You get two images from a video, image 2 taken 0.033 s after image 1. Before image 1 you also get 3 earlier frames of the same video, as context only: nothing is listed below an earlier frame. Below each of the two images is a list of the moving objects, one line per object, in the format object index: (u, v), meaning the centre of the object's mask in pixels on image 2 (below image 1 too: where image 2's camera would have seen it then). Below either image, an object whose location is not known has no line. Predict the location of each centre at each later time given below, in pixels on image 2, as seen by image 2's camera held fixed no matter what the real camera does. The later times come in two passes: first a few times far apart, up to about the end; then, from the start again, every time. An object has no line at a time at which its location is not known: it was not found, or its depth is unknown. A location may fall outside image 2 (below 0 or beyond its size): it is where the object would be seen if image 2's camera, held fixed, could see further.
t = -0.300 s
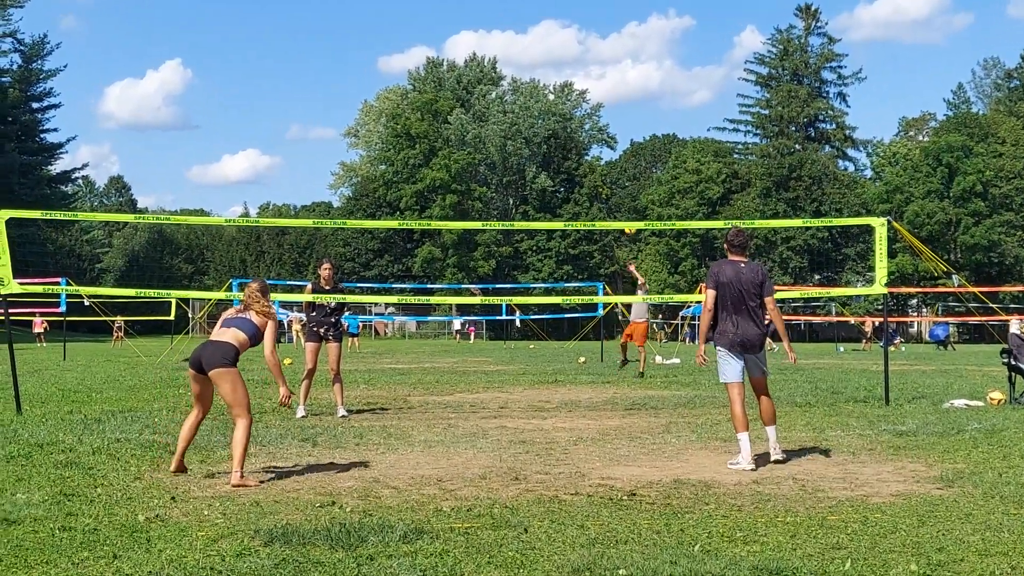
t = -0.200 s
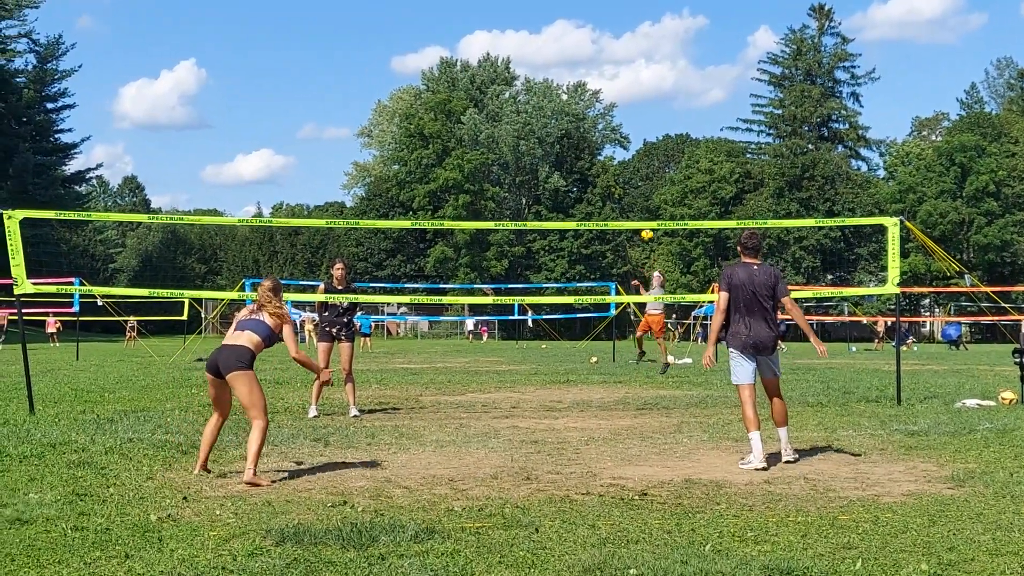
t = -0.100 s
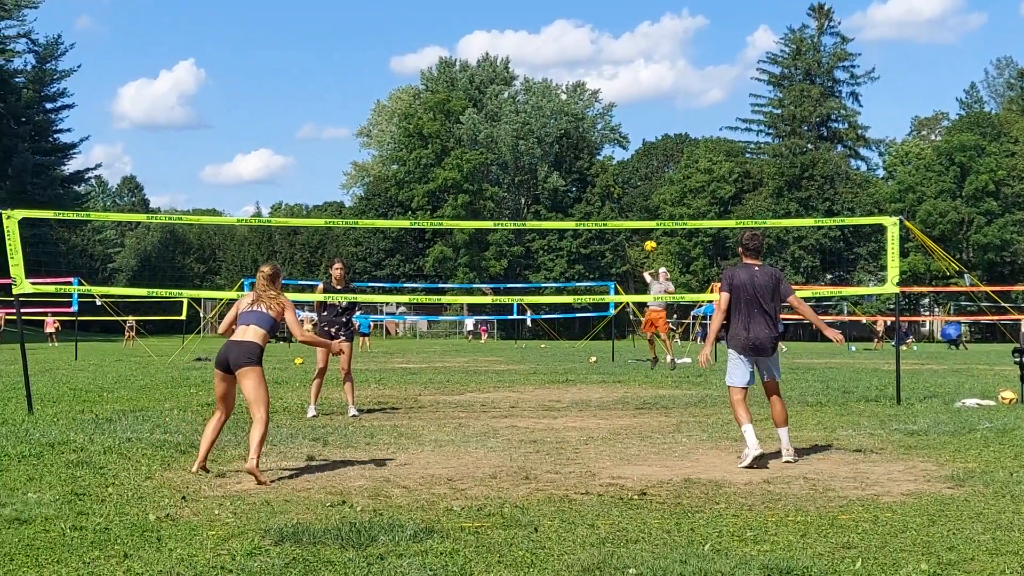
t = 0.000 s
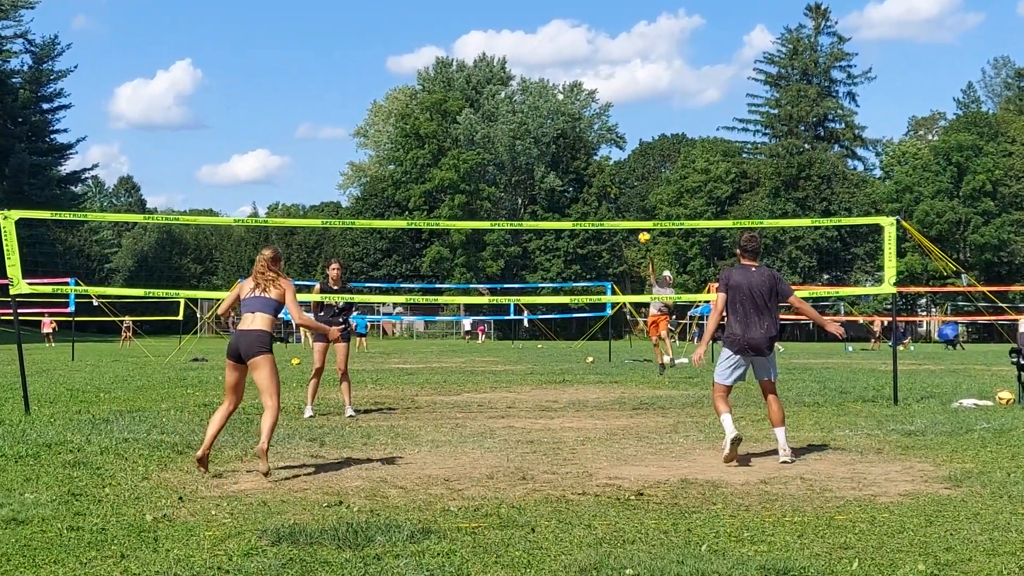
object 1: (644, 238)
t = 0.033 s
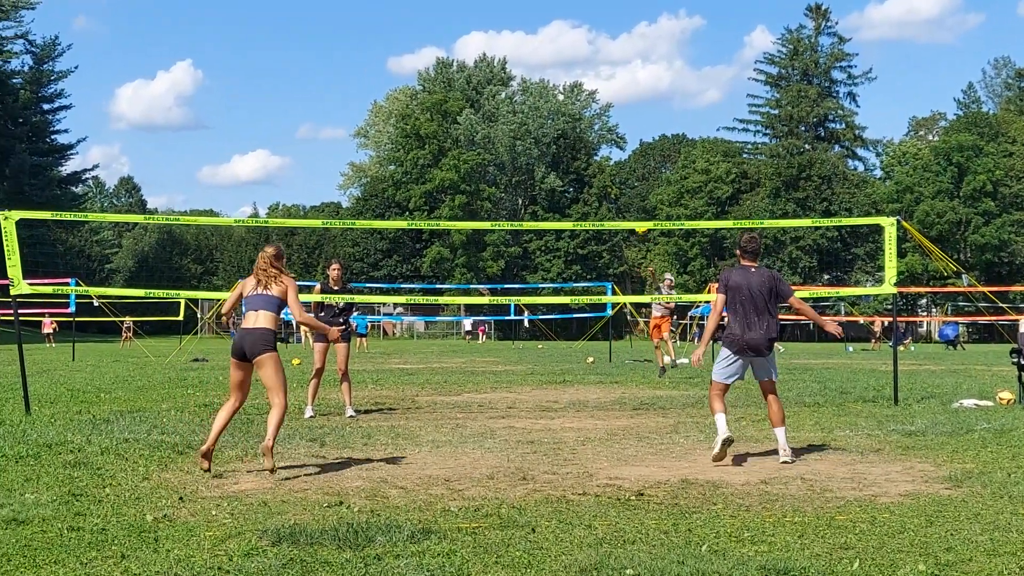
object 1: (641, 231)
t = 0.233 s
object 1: (617, 175)
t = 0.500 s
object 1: (574, 137)
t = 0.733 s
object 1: (529, 153)
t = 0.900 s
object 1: (490, 213)
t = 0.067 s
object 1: (638, 218)
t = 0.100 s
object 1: (634, 209)
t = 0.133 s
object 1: (630, 200)
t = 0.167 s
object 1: (627, 192)
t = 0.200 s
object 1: (622, 183)
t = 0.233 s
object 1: (617, 175)
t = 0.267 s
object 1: (612, 168)
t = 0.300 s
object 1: (607, 162)
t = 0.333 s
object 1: (602, 156)
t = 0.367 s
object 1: (596, 151)
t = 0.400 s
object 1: (591, 146)
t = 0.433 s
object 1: (586, 143)
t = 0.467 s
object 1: (579, 139)
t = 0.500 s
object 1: (574, 137)
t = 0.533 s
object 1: (567, 136)
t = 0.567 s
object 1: (561, 137)
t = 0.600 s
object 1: (554, 137)
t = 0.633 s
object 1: (548, 139)
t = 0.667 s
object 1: (542, 143)
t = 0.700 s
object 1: (535, 148)
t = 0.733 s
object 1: (529, 153)
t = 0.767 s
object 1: (522, 162)
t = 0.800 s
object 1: (515, 172)
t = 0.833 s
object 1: (506, 183)
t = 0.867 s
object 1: (499, 197)
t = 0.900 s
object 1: (490, 213)
